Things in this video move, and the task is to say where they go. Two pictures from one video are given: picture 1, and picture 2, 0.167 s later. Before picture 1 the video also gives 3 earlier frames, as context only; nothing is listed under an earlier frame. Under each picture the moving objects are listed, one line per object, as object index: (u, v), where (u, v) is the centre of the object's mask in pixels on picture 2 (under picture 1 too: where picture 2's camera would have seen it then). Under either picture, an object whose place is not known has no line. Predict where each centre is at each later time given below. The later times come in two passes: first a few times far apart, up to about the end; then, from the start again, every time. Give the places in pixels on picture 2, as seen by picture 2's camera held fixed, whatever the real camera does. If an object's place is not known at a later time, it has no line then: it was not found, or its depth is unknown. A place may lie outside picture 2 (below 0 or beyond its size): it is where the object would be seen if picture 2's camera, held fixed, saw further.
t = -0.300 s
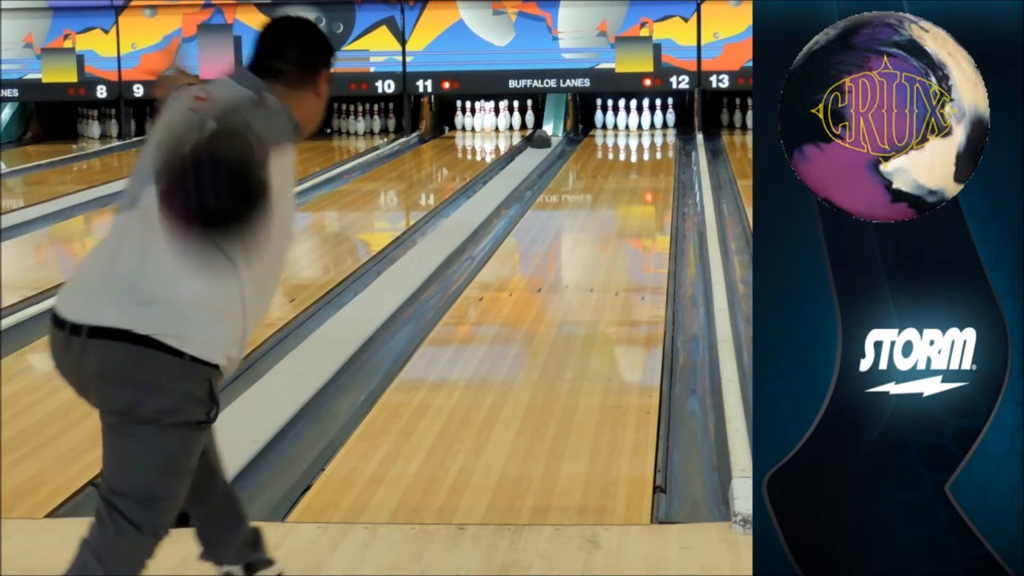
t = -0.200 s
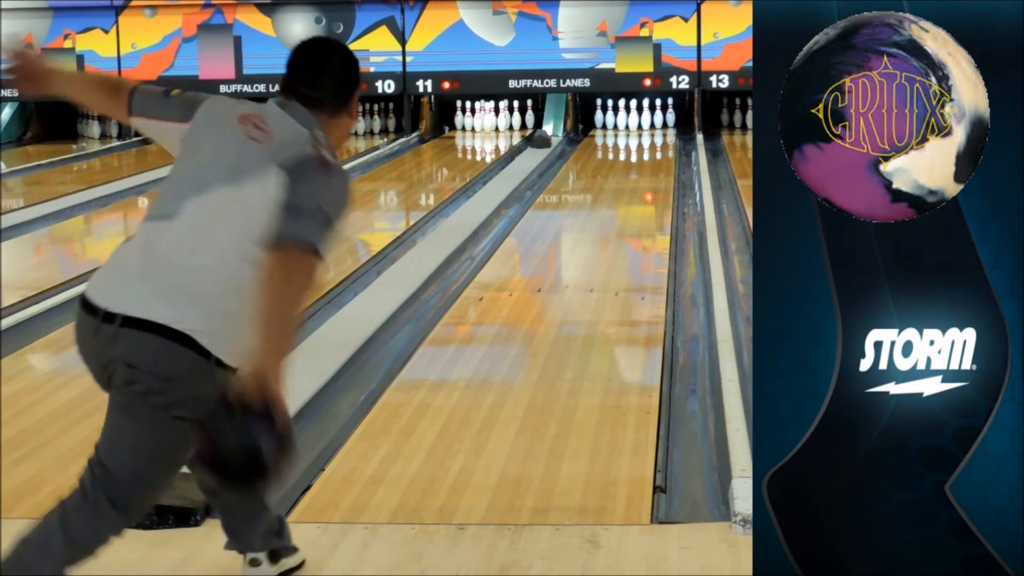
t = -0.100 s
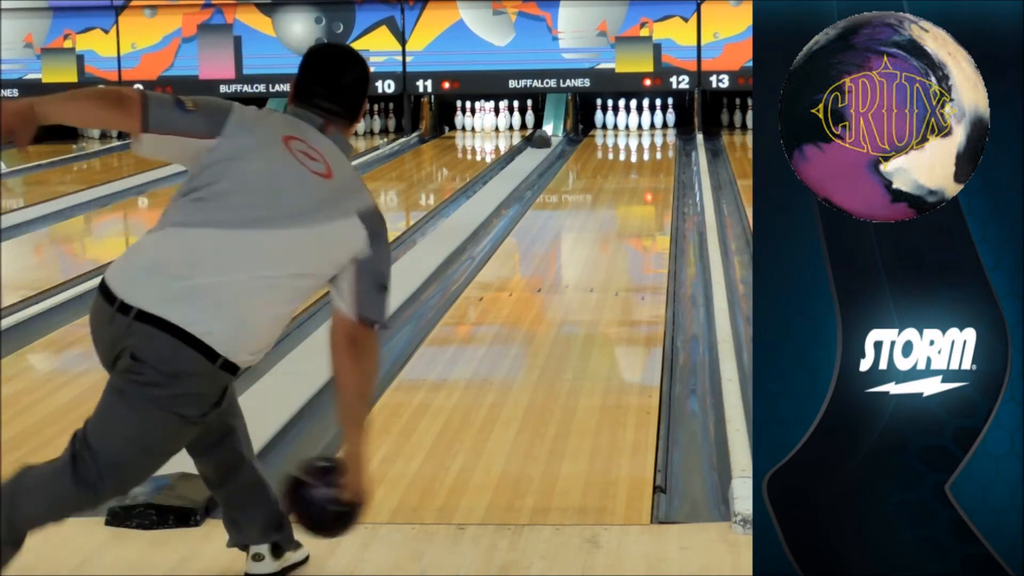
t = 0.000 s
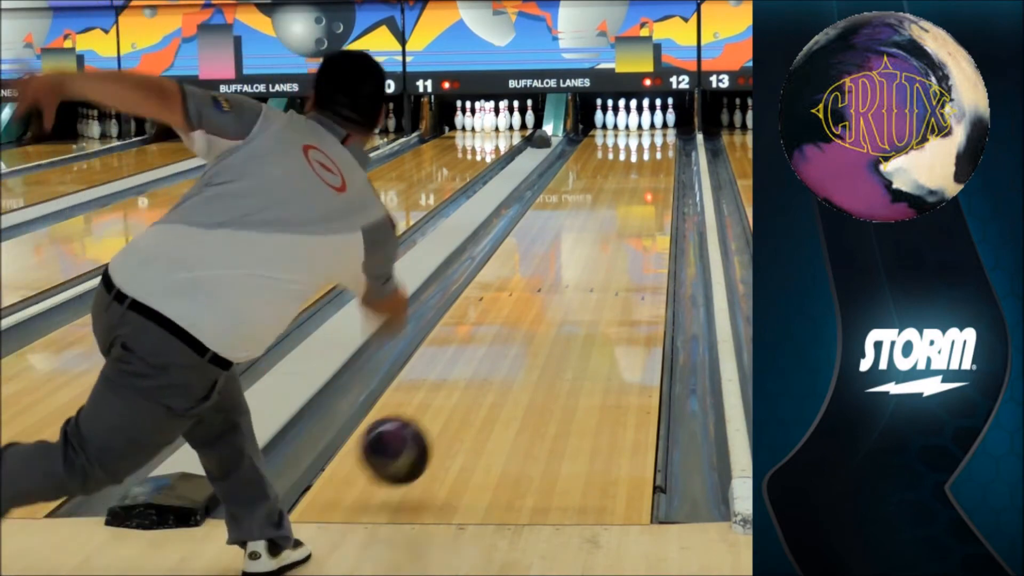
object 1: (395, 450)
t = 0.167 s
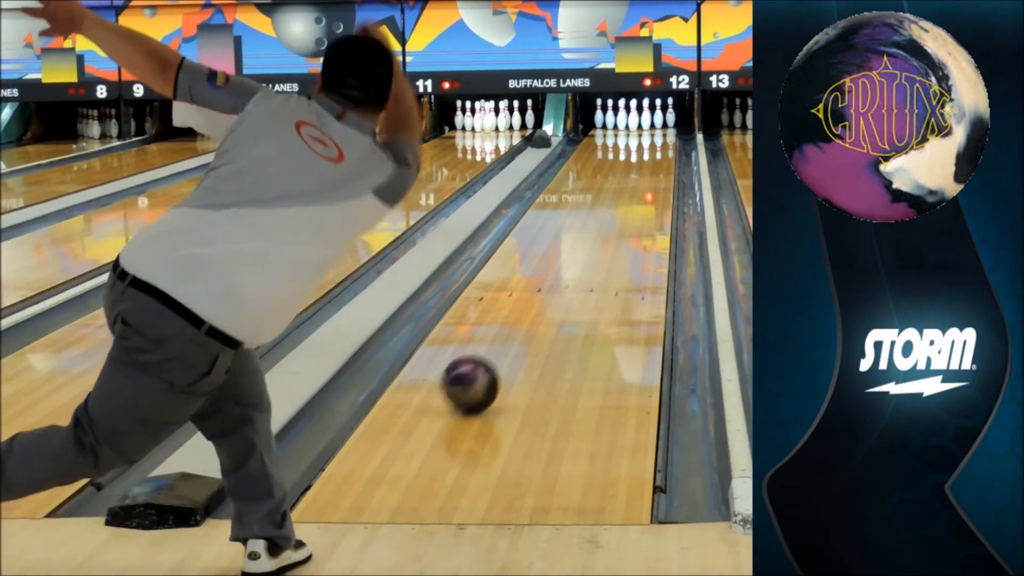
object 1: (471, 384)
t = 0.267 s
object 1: (503, 346)
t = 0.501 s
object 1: (557, 282)
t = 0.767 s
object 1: (598, 234)
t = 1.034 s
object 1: (625, 201)
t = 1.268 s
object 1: (642, 179)
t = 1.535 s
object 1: (653, 161)
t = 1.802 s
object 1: (656, 146)
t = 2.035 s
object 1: (653, 136)
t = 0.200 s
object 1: (482, 371)
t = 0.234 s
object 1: (493, 358)
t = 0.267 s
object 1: (503, 346)
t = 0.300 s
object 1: (512, 335)
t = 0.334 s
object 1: (521, 325)
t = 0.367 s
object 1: (529, 315)
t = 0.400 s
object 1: (537, 305)
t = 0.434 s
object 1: (544, 297)
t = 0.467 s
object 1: (551, 289)
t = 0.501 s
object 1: (557, 282)
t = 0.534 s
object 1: (563, 275)
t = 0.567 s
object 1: (569, 268)
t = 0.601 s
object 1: (575, 262)
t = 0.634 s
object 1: (580, 256)
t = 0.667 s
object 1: (585, 250)
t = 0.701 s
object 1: (590, 245)
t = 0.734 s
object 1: (594, 240)
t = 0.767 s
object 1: (598, 234)
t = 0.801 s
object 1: (602, 230)
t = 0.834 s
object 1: (606, 225)
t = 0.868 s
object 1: (609, 221)
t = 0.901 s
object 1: (613, 216)
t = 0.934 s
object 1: (616, 212)
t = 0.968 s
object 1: (619, 208)
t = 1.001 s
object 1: (622, 205)
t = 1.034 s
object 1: (625, 201)
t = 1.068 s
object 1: (628, 197)
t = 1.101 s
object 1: (631, 194)
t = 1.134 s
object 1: (633, 191)
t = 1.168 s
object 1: (635, 188)
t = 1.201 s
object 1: (637, 185)
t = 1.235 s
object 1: (640, 182)
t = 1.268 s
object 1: (642, 179)
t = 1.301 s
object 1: (644, 176)
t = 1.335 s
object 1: (645, 174)
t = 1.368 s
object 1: (647, 172)
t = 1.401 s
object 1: (648, 169)
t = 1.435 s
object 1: (650, 167)
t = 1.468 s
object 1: (651, 165)
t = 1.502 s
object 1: (652, 163)
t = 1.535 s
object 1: (653, 161)
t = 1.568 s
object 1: (654, 158)
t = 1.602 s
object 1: (655, 156)
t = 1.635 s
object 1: (655, 155)
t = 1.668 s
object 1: (655, 153)
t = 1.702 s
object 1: (656, 151)
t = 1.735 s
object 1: (656, 149)
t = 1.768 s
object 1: (656, 147)
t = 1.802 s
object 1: (656, 146)
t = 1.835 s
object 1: (655, 145)
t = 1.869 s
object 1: (655, 143)
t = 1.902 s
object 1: (656, 141)
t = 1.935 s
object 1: (655, 140)
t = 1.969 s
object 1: (654, 138)
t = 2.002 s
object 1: (654, 137)
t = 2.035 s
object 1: (653, 136)
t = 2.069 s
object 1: (652, 134)
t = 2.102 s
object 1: (651, 133)
